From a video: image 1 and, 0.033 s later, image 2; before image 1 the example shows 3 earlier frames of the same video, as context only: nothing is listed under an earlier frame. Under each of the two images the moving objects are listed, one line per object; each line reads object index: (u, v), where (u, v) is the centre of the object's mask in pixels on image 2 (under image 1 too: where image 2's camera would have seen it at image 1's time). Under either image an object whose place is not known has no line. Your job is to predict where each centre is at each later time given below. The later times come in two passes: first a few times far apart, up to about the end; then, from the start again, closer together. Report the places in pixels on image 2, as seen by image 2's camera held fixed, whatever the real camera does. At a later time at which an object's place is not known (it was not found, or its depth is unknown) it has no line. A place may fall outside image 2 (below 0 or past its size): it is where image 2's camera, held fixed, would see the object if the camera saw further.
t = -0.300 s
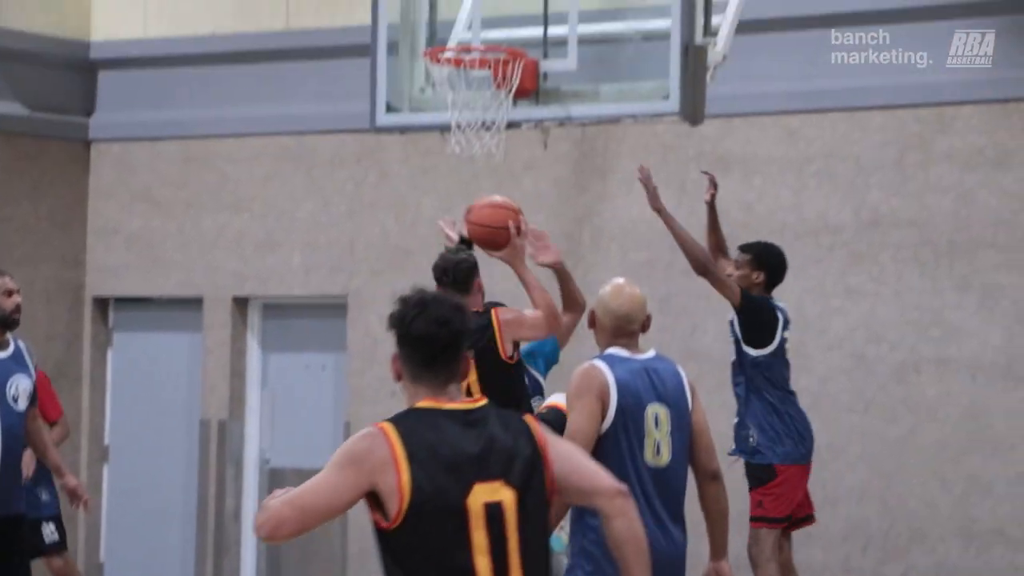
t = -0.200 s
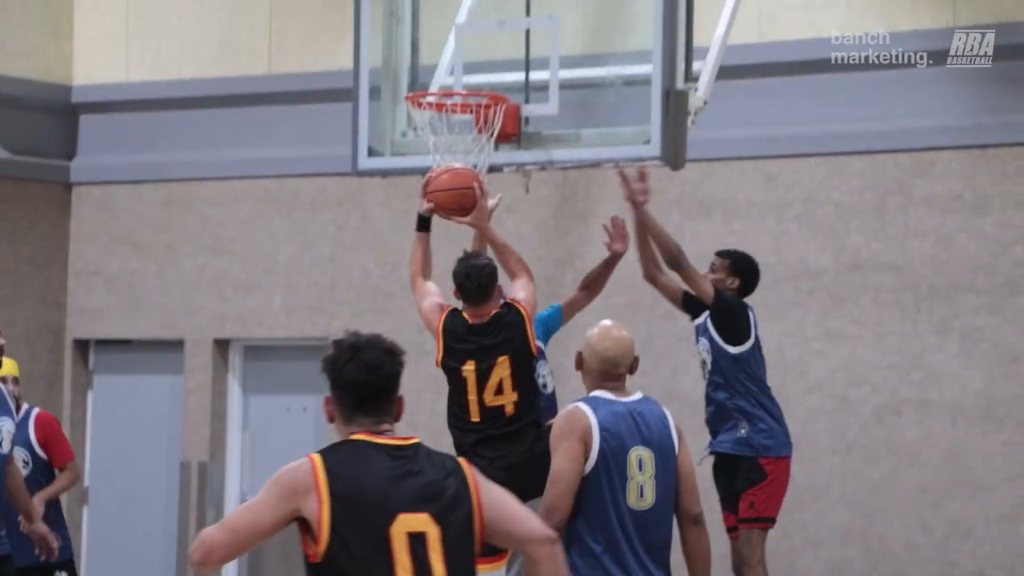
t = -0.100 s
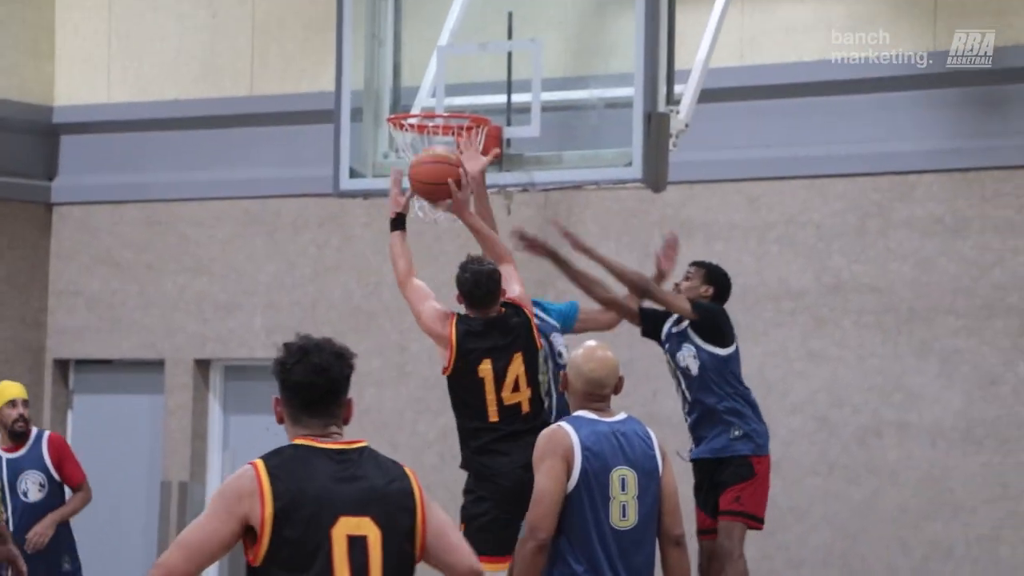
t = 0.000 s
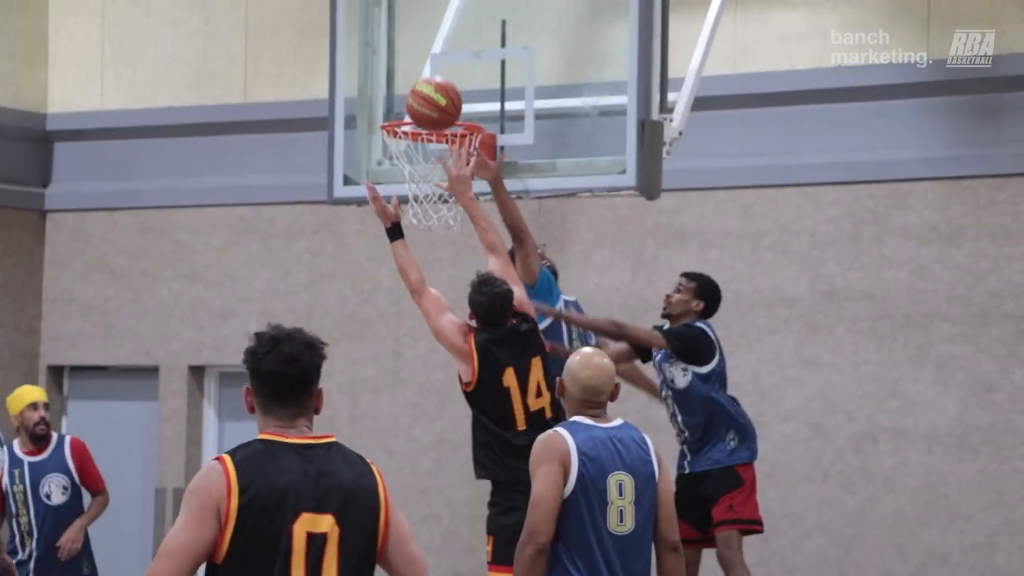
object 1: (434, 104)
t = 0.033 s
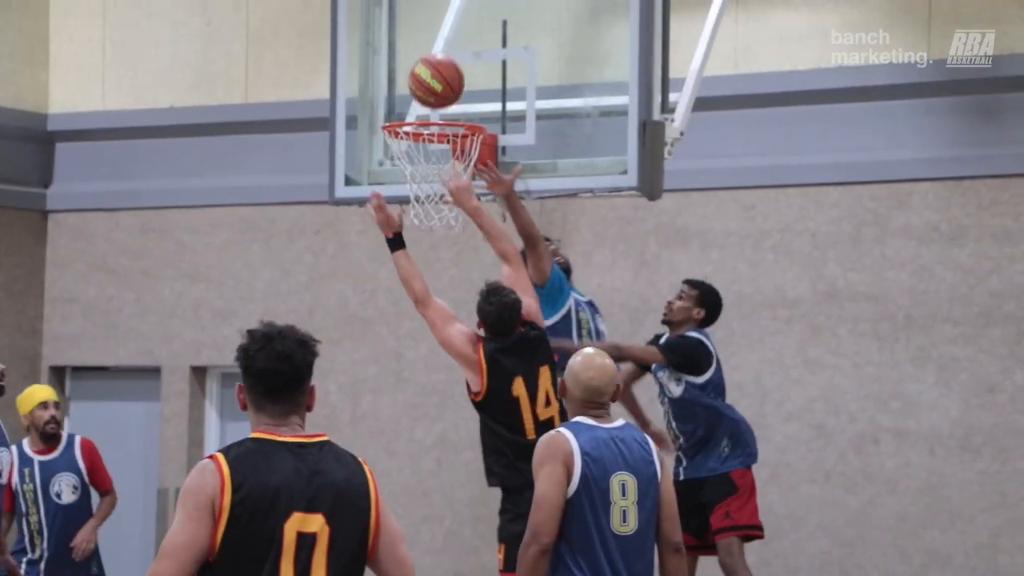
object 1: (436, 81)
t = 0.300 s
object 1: (439, 6)
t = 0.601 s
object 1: (444, 77)
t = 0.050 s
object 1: (436, 71)
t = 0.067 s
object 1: (437, 60)
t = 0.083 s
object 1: (437, 51)
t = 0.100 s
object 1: (437, 43)
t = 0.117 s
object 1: (437, 35)
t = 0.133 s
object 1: (438, 28)
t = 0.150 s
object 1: (438, 22)
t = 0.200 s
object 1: (438, 13)
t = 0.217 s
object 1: (439, 11)
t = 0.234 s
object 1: (439, 10)
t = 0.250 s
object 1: (439, 9)
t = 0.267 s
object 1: (439, 8)
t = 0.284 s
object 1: (439, 7)
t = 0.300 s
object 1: (439, 6)
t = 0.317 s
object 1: (440, 6)
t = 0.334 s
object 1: (440, 6)
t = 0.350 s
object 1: (440, 7)
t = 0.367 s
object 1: (440, 7)
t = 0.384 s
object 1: (440, 8)
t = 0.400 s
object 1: (441, 8)
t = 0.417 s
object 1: (441, 9)
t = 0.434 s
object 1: (441, 11)
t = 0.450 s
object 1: (442, 13)
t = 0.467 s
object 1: (442, 17)
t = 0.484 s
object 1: (442, 21)
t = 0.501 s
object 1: (443, 28)
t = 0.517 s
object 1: (442, 35)
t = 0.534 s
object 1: (442, 42)
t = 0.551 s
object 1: (442, 50)
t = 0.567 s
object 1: (443, 59)
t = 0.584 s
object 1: (443, 67)
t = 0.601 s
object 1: (444, 77)
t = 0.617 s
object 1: (443, 87)
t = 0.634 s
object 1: (444, 97)
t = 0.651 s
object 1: (444, 104)
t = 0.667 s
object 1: (442, 120)
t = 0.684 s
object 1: (443, 134)
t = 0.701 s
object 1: (442, 148)
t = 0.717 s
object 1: (441, 159)
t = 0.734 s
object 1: (444, 174)
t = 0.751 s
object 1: (442, 186)
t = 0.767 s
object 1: (442, 198)
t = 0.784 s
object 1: (440, 208)
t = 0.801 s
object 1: (438, 219)
